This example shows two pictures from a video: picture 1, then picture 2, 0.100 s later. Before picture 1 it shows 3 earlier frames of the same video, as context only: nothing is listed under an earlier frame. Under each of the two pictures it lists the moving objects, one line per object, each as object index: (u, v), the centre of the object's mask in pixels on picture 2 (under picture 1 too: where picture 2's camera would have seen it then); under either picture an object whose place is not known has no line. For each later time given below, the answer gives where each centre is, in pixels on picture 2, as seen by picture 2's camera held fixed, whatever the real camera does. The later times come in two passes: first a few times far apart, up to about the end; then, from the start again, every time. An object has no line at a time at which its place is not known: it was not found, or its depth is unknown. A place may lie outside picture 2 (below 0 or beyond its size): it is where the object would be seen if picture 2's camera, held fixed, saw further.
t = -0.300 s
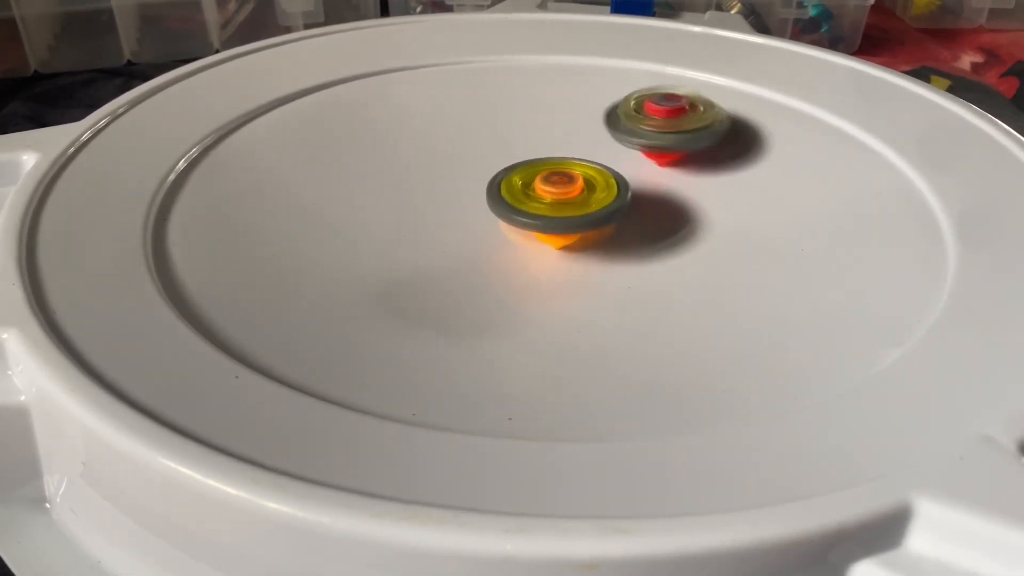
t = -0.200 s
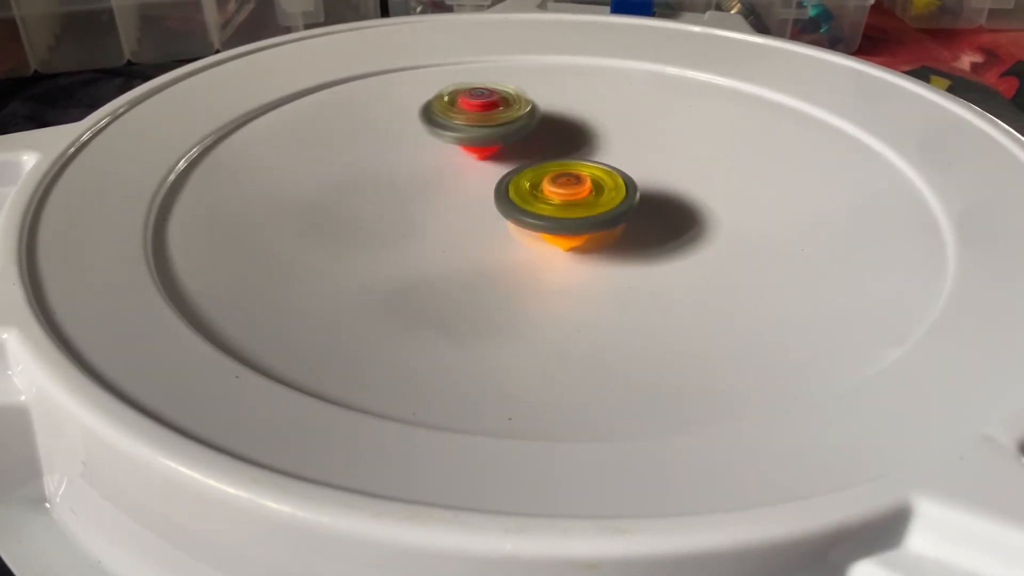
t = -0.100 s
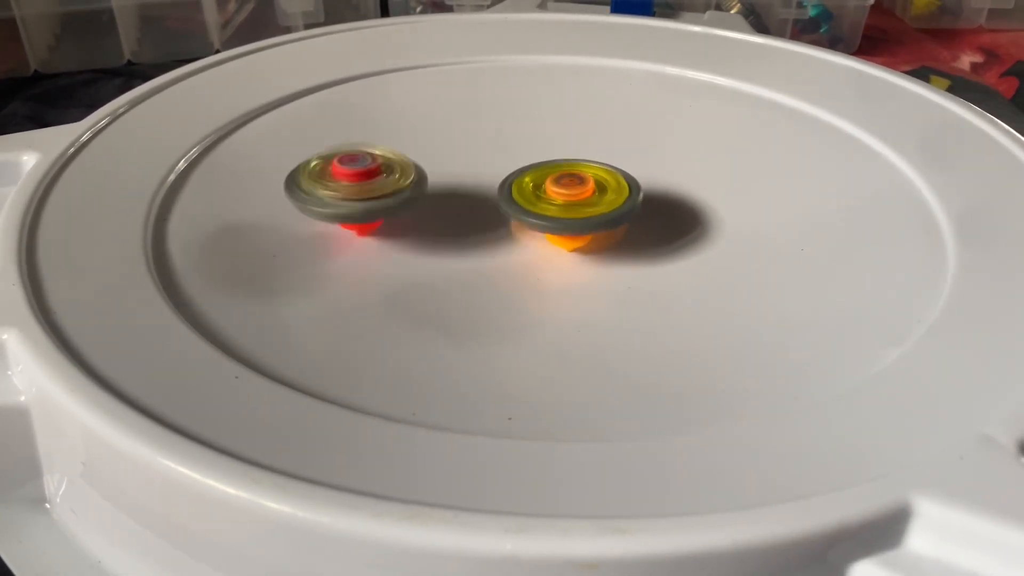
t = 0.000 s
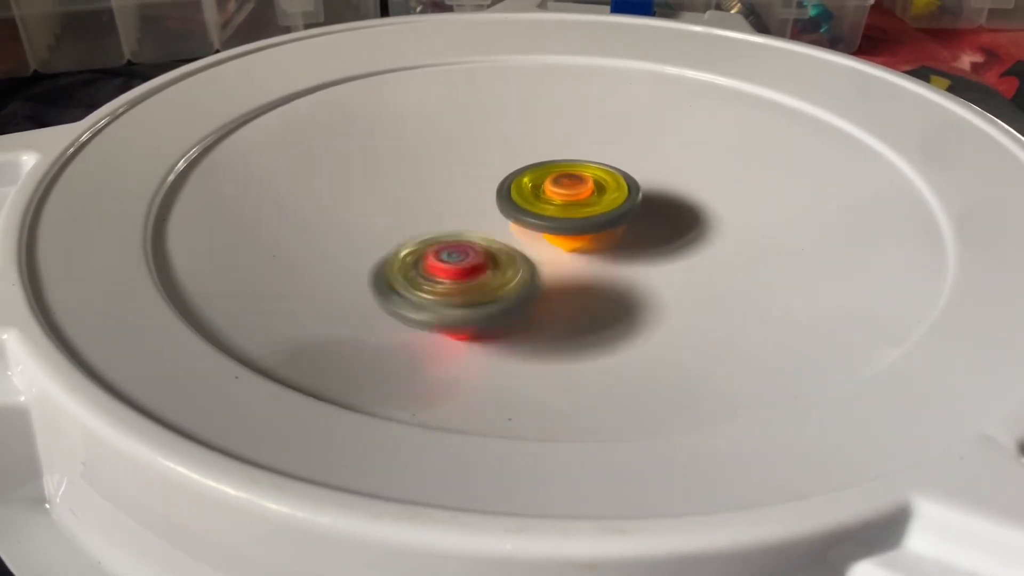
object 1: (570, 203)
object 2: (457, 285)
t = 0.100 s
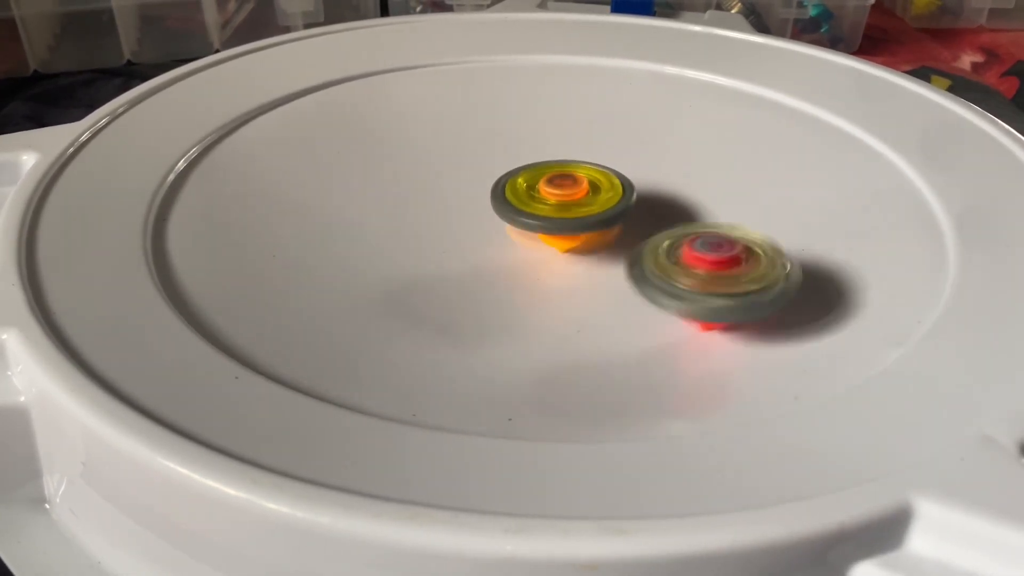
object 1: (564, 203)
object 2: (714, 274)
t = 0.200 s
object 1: (556, 204)
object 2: (741, 174)
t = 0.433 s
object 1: (541, 209)
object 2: (370, 154)
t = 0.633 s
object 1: (539, 204)
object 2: (613, 290)
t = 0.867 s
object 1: (542, 197)
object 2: (616, 119)
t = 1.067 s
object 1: (538, 193)
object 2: (445, 122)
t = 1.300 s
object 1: (533, 191)
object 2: (364, 212)
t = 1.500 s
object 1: (533, 190)
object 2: (535, 285)
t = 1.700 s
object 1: (534, 194)
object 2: (738, 237)
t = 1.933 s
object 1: (545, 200)
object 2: (682, 138)
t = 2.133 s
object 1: (558, 203)
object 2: (515, 120)
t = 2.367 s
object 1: (570, 204)
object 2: (371, 186)
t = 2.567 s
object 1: (576, 203)
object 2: (458, 276)
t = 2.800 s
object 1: (572, 201)
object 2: (712, 259)
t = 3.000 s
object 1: (561, 201)
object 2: (716, 171)
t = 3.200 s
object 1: (549, 202)
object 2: (569, 124)
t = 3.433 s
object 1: (537, 205)
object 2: (391, 156)
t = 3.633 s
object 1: (534, 208)
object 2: (386, 238)
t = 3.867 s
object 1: (535, 205)
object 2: (614, 279)
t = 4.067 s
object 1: (545, 208)
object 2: (722, 205)
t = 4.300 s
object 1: (552, 200)
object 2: (614, 131)
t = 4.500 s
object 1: (551, 194)
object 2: (463, 131)
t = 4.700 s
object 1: (545, 191)
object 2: (386, 191)
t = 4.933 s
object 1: (541, 188)
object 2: (513, 272)
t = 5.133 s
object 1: (538, 191)
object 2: (681, 253)
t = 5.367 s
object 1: (541, 199)
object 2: (701, 182)
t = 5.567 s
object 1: (549, 205)
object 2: (620, 146)
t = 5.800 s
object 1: (561, 210)
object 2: (509, 145)
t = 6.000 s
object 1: (572, 212)
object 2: (437, 174)
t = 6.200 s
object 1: (577, 212)
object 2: (422, 210)
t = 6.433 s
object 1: (593, 201)
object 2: (449, 240)
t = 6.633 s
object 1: (586, 193)
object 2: (498, 251)
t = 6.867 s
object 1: (572, 175)
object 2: (539, 262)
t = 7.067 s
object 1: (552, 168)
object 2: (572, 252)
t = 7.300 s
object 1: (528, 166)
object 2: (600, 233)
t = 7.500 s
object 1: (481, 148)
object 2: (664, 248)
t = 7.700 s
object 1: (456, 147)
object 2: (686, 229)
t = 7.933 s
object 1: (446, 160)
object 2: (666, 209)
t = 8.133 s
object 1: (465, 179)
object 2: (621, 195)
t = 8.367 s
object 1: (441, 194)
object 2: (613, 186)
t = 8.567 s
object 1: (458, 215)
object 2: (575, 178)
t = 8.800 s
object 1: (444, 255)
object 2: (569, 152)
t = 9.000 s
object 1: (481, 275)
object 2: (537, 148)
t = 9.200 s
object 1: (519, 280)
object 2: (517, 156)
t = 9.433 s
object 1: (563, 273)
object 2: (505, 174)
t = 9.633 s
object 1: (592, 253)
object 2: (504, 192)
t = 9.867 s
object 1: (658, 255)
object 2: (512, 191)
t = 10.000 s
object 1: (673, 241)
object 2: (521, 205)
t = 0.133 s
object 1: (562, 203)
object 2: (755, 242)
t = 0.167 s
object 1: (559, 204)
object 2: (761, 207)
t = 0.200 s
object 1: (556, 204)
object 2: (741, 174)
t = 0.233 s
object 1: (553, 205)
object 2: (697, 149)
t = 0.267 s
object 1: (548, 207)
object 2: (642, 130)
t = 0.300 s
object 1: (547, 206)
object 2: (596, 122)
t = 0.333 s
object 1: (545, 206)
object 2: (533, 117)
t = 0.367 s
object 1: (543, 208)
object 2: (472, 121)
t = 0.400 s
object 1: (542, 209)
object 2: (415, 133)
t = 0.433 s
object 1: (541, 209)
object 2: (370, 154)
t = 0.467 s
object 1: (538, 210)
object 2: (343, 181)
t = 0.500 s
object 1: (537, 210)
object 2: (344, 215)
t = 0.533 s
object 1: (539, 208)
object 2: (376, 250)
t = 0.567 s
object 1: (540, 207)
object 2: (437, 277)
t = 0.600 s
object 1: (539, 204)
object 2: (520, 291)
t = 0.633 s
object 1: (539, 204)
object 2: (613, 290)
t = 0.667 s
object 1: (541, 205)
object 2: (687, 270)
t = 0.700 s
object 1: (541, 204)
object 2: (730, 239)
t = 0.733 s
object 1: (541, 203)
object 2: (743, 205)
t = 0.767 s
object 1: (542, 201)
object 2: (728, 172)
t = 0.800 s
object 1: (541, 199)
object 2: (691, 146)
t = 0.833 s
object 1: (541, 198)
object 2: (643, 126)
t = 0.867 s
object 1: (542, 197)
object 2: (616, 119)
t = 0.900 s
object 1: (541, 196)
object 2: (588, 115)
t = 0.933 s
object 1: (541, 195)
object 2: (559, 112)
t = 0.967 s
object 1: (540, 195)
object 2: (529, 111)
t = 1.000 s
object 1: (539, 194)
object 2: (500, 112)
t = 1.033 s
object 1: (539, 194)
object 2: (472, 116)
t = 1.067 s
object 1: (538, 193)
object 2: (445, 122)
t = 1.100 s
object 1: (538, 192)
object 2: (421, 128)
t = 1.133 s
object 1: (537, 192)
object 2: (400, 139)
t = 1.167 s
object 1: (536, 191)
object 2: (381, 150)
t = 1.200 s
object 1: (534, 191)
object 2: (368, 164)
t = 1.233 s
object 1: (533, 192)
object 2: (359, 179)
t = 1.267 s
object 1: (533, 192)
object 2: (357, 195)
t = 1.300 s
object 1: (533, 191)
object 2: (364, 212)
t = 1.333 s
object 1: (534, 190)
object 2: (377, 229)
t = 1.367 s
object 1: (534, 190)
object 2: (396, 245)
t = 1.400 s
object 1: (534, 190)
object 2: (423, 260)
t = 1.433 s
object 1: (534, 190)
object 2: (456, 271)
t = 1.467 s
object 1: (533, 190)
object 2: (494, 281)
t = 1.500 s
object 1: (533, 190)
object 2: (535, 285)
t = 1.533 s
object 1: (533, 191)
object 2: (580, 287)
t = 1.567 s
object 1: (533, 192)
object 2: (623, 284)
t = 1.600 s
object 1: (533, 192)
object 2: (663, 277)
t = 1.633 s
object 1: (533, 193)
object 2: (695, 266)
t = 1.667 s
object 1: (534, 194)
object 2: (720, 253)
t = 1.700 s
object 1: (534, 194)
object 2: (738, 237)
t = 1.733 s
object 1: (535, 195)
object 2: (749, 221)
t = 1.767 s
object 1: (536, 196)
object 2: (753, 205)
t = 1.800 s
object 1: (538, 197)
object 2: (750, 189)
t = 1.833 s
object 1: (539, 198)
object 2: (740, 173)
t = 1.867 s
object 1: (541, 198)
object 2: (725, 160)
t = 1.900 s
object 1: (542, 200)
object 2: (705, 148)
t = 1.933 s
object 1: (545, 200)
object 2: (682, 138)
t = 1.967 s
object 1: (547, 201)
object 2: (657, 131)
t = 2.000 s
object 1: (549, 201)
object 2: (629, 124)
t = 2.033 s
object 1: (552, 202)
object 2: (602, 121)
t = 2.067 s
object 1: (554, 202)
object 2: (574, 118)
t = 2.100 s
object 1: (556, 204)
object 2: (544, 118)
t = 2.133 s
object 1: (558, 203)
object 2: (515, 120)
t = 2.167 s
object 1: (560, 204)
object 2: (487, 124)
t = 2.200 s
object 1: (563, 204)
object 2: (459, 129)
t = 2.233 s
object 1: (565, 204)
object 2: (436, 137)
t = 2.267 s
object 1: (567, 204)
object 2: (413, 147)
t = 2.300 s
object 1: (568, 204)
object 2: (395, 159)
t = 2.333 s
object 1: (569, 204)
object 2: (381, 172)
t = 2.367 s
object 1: (570, 204)
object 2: (371, 186)
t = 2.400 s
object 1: (570, 204)
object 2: (369, 201)
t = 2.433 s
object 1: (571, 204)
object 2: (374, 217)
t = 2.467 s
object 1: (573, 205)
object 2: (385, 235)
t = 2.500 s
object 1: (575, 203)
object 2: (402, 250)
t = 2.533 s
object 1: (575, 203)
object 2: (427, 264)
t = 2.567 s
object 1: (576, 203)
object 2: (458, 276)
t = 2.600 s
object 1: (575, 202)
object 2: (495, 285)
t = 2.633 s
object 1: (575, 202)
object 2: (533, 290)
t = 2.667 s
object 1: (573, 201)
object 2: (577, 292)
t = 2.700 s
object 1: (573, 200)
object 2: (618, 289)
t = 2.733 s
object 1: (572, 200)
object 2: (657, 282)
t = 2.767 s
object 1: (573, 201)
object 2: (688, 272)
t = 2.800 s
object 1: (572, 201)
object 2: (712, 259)
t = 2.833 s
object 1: (570, 201)
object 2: (729, 246)
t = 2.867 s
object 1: (569, 201)
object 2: (738, 230)
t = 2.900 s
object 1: (567, 201)
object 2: (741, 215)
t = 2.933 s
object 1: (566, 200)
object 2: (739, 199)
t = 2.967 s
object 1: (563, 201)
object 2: (731, 184)
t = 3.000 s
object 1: (561, 201)
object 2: (716, 171)
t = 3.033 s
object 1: (560, 200)
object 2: (696, 159)
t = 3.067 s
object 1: (558, 201)
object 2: (674, 149)
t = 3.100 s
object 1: (556, 201)
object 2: (650, 140)
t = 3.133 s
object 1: (553, 201)
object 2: (624, 133)
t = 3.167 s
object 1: (551, 201)
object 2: (596, 128)
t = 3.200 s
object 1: (549, 202)
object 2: (569, 124)
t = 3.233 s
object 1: (546, 202)
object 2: (539, 123)
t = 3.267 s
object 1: (544, 203)
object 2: (511, 123)
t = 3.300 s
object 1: (542, 204)
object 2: (483, 127)
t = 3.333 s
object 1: (541, 204)
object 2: (457, 131)
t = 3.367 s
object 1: (540, 205)
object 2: (433, 138)
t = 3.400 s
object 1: (539, 205)
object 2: (409, 146)
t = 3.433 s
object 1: (537, 205)
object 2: (391, 156)
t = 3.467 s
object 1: (535, 206)
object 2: (377, 168)
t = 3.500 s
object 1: (534, 207)
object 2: (366, 179)
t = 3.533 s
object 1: (532, 209)
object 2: (362, 193)
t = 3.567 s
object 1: (532, 209)
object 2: (364, 208)
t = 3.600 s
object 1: (532, 210)
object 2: (372, 223)
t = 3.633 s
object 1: (534, 208)
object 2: (386, 238)
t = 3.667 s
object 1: (535, 208)
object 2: (407, 253)
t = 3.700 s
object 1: (535, 208)
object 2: (432, 264)
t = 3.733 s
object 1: (538, 206)
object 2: (464, 272)
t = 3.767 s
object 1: (537, 203)
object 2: (499, 279)
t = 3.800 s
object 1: (533, 203)
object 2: (539, 283)
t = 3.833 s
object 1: (534, 204)
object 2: (576, 283)
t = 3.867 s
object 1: (535, 205)
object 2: (614, 279)
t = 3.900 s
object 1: (538, 208)
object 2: (646, 272)
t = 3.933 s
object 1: (541, 210)
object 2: (674, 262)
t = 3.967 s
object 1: (543, 209)
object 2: (695, 249)
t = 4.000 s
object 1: (543, 209)
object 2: (711, 234)
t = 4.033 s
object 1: (545, 208)
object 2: (719, 219)
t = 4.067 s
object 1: (545, 208)
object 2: (722, 205)
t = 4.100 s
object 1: (547, 206)
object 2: (719, 191)
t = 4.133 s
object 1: (547, 206)
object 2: (711, 177)
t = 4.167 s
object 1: (549, 205)
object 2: (697, 165)
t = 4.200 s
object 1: (550, 205)
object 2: (679, 153)
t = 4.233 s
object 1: (552, 203)
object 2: (660, 145)
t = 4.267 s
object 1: (550, 203)
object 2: (638, 137)
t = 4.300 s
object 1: (552, 200)
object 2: (614, 131)
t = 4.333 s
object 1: (550, 200)
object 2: (590, 126)
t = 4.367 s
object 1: (551, 198)
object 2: (564, 122)
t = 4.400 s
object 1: (551, 197)
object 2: (539, 121)
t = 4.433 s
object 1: (551, 196)
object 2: (512, 122)
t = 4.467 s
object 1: (550, 196)
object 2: (487, 126)
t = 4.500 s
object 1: (551, 194)
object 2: (463, 131)
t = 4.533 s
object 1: (549, 194)
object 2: (444, 137)
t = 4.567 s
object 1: (550, 192)
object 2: (425, 146)
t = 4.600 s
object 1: (547, 192)
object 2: (409, 155)
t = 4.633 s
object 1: (546, 191)
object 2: (397, 167)
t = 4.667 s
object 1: (545, 191)
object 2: (388, 179)
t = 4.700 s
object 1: (545, 191)
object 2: (386, 191)
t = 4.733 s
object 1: (544, 191)
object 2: (389, 205)
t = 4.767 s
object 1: (545, 189)
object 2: (398, 219)
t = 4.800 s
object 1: (545, 188)
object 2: (412, 233)
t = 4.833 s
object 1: (544, 188)
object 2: (431, 246)
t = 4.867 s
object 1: (543, 188)
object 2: (455, 255)
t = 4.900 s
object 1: (543, 187)
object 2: (483, 264)
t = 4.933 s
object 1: (541, 188)
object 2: (513, 272)
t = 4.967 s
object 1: (539, 188)
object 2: (545, 276)
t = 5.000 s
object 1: (539, 188)
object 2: (578, 275)
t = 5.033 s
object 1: (539, 189)
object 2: (610, 273)
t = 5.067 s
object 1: (539, 190)
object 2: (638, 268)
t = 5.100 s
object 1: (539, 191)
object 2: (661, 261)
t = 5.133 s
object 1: (538, 191)
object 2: (681, 253)
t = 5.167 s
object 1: (538, 192)
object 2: (696, 242)
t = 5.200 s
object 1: (538, 193)
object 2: (708, 231)
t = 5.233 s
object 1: (538, 194)
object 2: (712, 220)
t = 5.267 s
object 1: (539, 195)
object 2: (714, 209)
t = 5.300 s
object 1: (539, 196)
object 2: (713, 200)
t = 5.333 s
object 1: (540, 197)
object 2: (709, 191)
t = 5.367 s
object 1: (541, 199)
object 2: (701, 182)
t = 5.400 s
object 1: (542, 200)
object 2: (691, 175)
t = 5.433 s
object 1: (543, 201)
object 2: (679, 168)
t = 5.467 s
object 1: (545, 202)
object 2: (665, 162)
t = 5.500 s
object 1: (546, 203)
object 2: (651, 156)
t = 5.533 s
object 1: (547, 204)
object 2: (635, 151)
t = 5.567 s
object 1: (549, 205)
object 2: (620, 146)
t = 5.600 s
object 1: (550, 206)
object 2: (604, 142)
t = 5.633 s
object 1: (552, 206)
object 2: (588, 140)
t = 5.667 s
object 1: (554, 207)
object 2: (571, 139)
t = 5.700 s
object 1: (556, 208)
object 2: (554, 139)
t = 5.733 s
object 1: (557, 208)
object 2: (539, 140)
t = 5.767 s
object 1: (559, 209)
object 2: (523, 141)
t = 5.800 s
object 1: (561, 210)
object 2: (509, 145)
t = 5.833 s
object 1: (562, 210)
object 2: (494, 148)
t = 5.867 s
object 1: (564, 210)
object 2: (481, 154)
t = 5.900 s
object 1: (565, 210)
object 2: (468, 159)
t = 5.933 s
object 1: (568, 211)
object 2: (457, 164)
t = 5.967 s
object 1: (570, 212)
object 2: (446, 169)
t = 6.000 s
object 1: (572, 212)
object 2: (437, 174)
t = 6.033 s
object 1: (574, 212)
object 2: (429, 180)
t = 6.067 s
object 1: (575, 212)
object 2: (424, 186)
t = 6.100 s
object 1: (576, 212)
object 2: (420, 192)
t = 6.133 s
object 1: (576, 212)
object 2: (419, 198)
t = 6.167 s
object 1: (576, 212)
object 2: (419, 204)
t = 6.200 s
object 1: (577, 212)
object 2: (422, 210)
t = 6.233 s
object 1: (577, 211)
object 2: (426, 215)
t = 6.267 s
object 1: (577, 211)
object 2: (432, 220)
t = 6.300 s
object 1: (578, 210)
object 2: (435, 224)
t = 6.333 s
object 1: (585, 208)
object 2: (434, 228)
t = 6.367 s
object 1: (589, 206)
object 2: (437, 233)
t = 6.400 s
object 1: (592, 203)
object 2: (443, 237)
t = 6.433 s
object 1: (593, 201)
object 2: (449, 240)
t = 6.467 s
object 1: (593, 199)
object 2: (457, 243)
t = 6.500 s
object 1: (592, 198)
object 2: (465, 246)
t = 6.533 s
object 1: (590, 196)
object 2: (472, 248)
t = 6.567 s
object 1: (589, 195)
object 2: (481, 250)
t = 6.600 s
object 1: (587, 194)
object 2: (490, 251)
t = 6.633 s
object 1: (586, 193)
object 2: (498, 251)
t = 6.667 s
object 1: (583, 190)
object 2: (507, 252)
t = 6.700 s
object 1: (581, 188)
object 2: (515, 252)
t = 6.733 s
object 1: (582, 184)
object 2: (515, 258)
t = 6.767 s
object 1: (581, 181)
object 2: (519, 261)
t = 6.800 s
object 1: (578, 178)
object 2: (525, 262)
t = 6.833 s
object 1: (575, 176)
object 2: (533, 262)
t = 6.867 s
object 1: (572, 175)
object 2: (539, 262)
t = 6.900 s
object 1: (569, 173)
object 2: (546, 261)
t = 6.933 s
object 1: (566, 171)
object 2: (553, 260)
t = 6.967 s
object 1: (563, 170)
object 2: (557, 258)
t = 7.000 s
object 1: (559, 170)
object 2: (563, 256)
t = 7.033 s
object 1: (556, 169)
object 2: (569, 254)
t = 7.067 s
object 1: (552, 168)
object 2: (572, 252)
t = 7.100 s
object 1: (549, 168)
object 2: (578, 249)
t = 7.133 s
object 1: (546, 167)
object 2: (583, 246)
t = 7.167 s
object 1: (542, 167)
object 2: (585, 243)
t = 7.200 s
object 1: (538, 168)
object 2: (588, 240)
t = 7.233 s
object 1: (534, 167)
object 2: (591, 236)
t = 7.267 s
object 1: (531, 166)
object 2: (595, 234)
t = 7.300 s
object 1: (528, 166)
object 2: (600, 233)
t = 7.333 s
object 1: (524, 166)
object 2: (602, 230)
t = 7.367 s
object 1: (521, 166)
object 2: (604, 229)
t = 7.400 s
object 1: (505, 158)
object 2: (627, 240)
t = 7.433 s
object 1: (495, 151)
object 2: (644, 247)
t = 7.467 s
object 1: (488, 149)
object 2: (656, 249)
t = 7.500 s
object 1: (481, 148)
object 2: (664, 248)
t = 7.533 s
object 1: (477, 147)
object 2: (671, 246)
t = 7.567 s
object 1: (471, 147)
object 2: (677, 242)
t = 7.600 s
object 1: (467, 145)
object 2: (681, 239)
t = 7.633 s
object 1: (463, 146)
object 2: (683, 236)
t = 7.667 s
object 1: (459, 146)
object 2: (686, 232)
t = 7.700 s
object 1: (456, 147)
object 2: (686, 229)
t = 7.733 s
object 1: (453, 148)
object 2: (686, 226)
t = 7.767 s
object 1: (451, 149)
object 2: (684, 223)
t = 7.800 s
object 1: (449, 150)
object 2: (682, 220)
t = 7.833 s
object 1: (447, 152)
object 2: (679, 217)
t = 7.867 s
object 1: (446, 154)
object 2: (675, 214)
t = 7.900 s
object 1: (446, 157)
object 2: (671, 211)
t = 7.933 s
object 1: (446, 160)
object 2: (666, 209)
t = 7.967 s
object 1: (448, 163)
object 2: (660, 207)
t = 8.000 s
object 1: (450, 166)
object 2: (654, 203)
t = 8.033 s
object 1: (453, 169)
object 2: (646, 202)
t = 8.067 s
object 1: (457, 172)
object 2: (638, 199)
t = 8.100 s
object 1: (460, 176)
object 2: (630, 197)
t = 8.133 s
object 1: (465, 179)
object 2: (621, 195)
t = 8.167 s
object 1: (470, 182)
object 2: (613, 193)
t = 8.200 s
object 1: (458, 183)
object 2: (621, 192)
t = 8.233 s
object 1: (444, 183)
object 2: (632, 189)
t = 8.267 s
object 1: (439, 185)
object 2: (632, 188)
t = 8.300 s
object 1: (439, 188)
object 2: (627, 188)
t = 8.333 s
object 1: (440, 191)
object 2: (619, 187)
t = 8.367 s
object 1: (441, 194)
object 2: (613, 186)
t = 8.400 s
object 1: (442, 197)
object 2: (606, 184)
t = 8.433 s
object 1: (445, 201)
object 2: (600, 183)
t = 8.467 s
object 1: (447, 205)
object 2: (594, 181)
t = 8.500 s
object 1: (451, 208)
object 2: (587, 180)
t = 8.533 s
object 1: (454, 211)
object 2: (581, 179)
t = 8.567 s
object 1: (458, 215)
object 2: (575, 178)
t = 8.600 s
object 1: (463, 218)
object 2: (570, 177)
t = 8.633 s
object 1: (468, 221)
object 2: (564, 176)
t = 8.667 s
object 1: (469, 226)
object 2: (561, 174)
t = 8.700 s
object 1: (452, 236)
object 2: (568, 166)
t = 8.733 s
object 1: (442, 246)
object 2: (575, 160)
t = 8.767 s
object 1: (440, 251)
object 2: (573, 155)
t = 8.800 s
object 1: (444, 255)
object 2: (569, 152)
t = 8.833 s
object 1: (450, 260)
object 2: (563, 150)
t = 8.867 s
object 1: (455, 263)
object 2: (558, 149)
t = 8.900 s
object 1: (461, 267)
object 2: (552, 148)
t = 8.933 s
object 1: (468, 270)
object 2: (547, 148)
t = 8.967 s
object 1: (474, 273)
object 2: (541, 148)
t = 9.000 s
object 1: (481, 275)
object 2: (537, 148)
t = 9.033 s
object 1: (489, 277)
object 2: (532, 149)
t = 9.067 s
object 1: (495, 278)
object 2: (528, 150)
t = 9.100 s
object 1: (502, 280)
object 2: (525, 151)
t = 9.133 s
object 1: (508, 280)
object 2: (522, 152)
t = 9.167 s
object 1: (513, 280)
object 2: (519, 154)
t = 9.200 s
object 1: (519, 280)
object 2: (517, 156)
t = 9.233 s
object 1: (525, 280)
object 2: (514, 158)
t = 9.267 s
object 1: (531, 280)
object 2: (512, 160)
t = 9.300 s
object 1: (537, 279)
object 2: (511, 163)
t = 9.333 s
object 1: (544, 278)
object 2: (508, 165)
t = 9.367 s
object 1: (550, 277)
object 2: (507, 168)
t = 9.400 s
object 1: (557, 275)
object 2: (506, 170)
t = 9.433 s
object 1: (563, 273)
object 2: (505, 174)
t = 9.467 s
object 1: (569, 271)
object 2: (504, 177)
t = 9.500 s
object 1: (575, 268)
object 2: (504, 180)
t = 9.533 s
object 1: (580, 265)
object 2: (503, 183)
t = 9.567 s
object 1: (584, 262)
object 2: (504, 186)
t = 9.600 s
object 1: (588, 257)
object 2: (504, 189)
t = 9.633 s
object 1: (592, 253)
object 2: (504, 192)
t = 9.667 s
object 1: (601, 246)
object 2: (502, 193)
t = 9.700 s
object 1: (617, 257)
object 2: (502, 188)
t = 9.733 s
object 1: (635, 261)
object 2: (499, 186)
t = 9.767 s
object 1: (646, 262)
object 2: (500, 185)
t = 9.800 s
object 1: (651, 260)
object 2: (503, 186)
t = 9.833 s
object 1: (654, 258)
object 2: (507, 188)
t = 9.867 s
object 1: (658, 255)
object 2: (512, 191)
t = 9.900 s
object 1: (661, 252)
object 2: (515, 194)
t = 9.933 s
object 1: (666, 248)
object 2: (517, 198)
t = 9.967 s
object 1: (671, 244)
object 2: (520, 202)
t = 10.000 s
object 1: (673, 241)
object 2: (521, 205)
